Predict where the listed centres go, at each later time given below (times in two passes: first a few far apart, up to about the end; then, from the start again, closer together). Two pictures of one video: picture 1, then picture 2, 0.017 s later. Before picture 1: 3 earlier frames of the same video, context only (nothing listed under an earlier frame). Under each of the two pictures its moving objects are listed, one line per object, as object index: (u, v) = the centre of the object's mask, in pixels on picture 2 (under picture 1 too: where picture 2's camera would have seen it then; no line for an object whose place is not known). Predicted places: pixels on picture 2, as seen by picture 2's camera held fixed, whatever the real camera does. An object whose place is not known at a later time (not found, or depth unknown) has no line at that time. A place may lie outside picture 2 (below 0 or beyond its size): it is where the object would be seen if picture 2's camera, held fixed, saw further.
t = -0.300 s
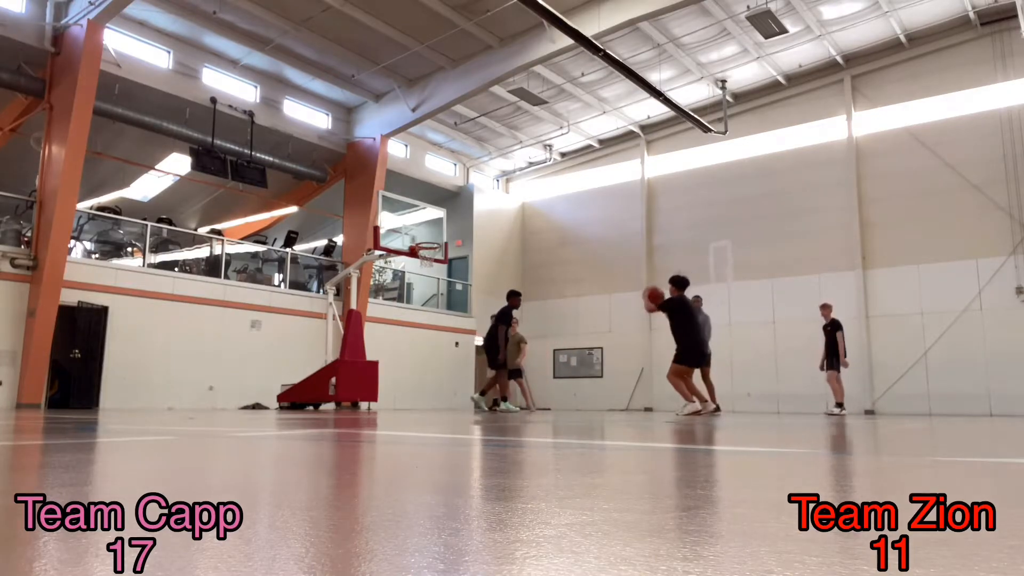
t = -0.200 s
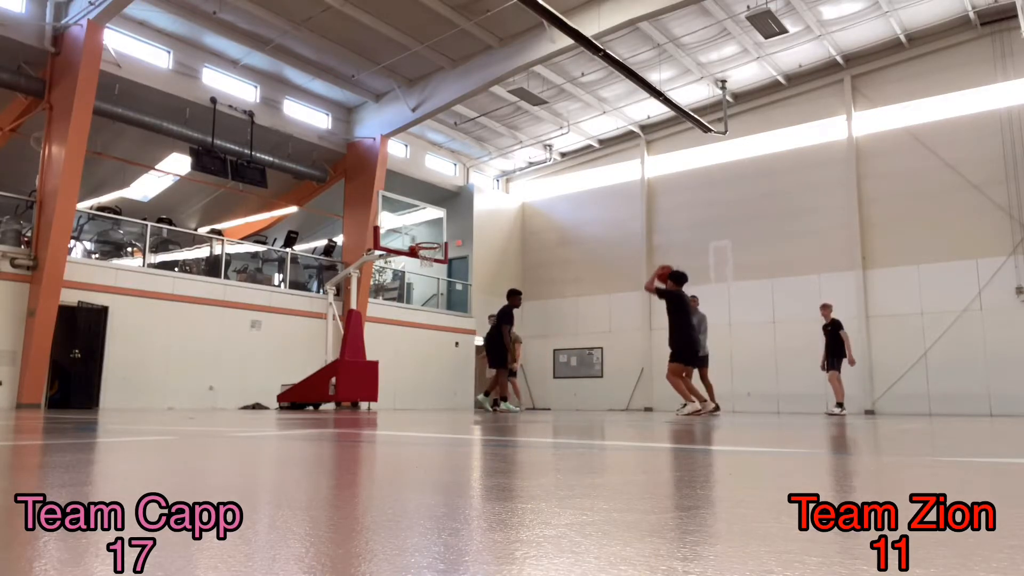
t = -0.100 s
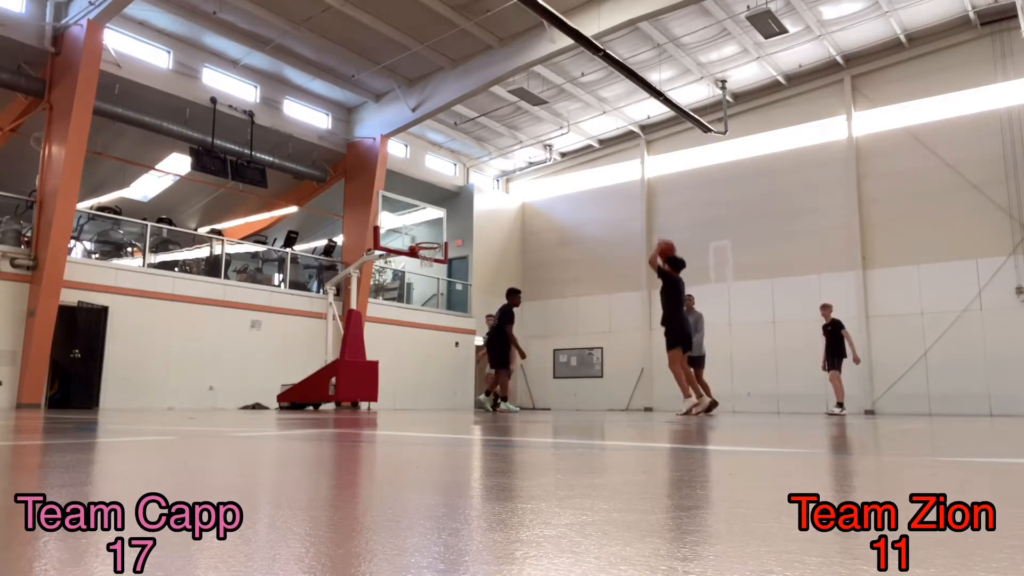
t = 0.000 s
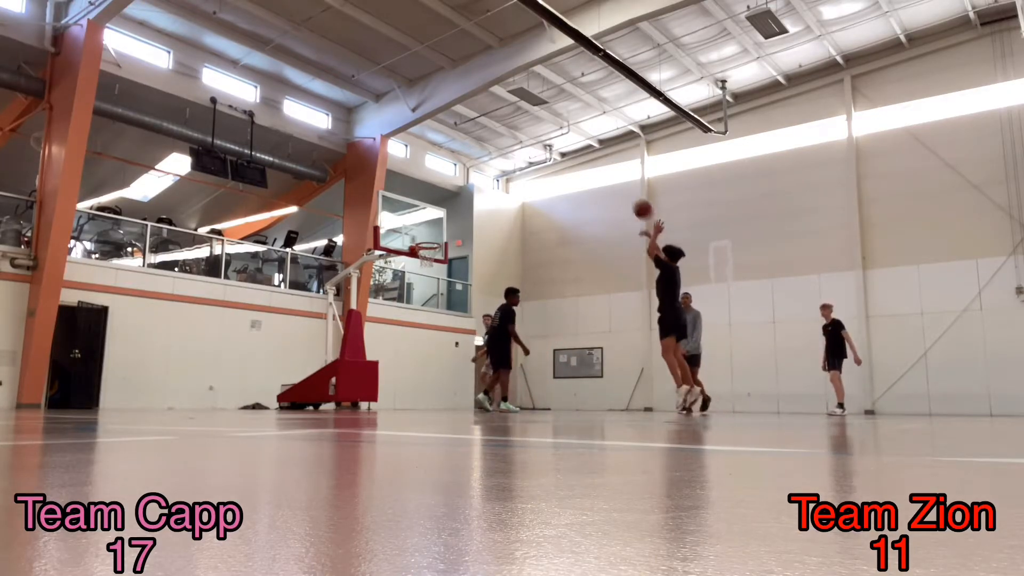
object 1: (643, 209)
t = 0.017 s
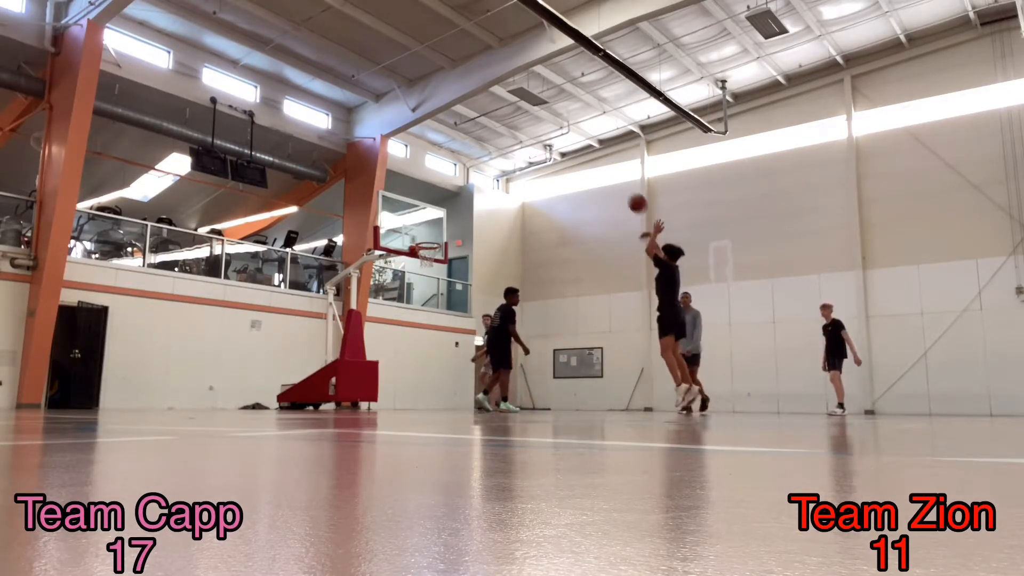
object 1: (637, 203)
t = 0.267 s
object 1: (573, 147)
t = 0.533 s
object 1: (518, 138)
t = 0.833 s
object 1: (468, 176)
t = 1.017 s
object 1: (443, 216)
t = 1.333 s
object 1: (419, 278)
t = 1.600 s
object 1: (410, 341)
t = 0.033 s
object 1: (633, 198)
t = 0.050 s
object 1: (628, 192)
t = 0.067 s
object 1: (623, 188)
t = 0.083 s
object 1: (619, 184)
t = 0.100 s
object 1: (614, 179)
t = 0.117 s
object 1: (609, 173)
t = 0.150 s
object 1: (600, 165)
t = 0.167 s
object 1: (596, 162)
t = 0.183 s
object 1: (592, 159)
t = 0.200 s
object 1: (589, 156)
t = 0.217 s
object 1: (585, 153)
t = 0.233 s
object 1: (580, 151)
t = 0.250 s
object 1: (577, 149)
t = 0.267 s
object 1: (573, 147)
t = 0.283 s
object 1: (569, 145)
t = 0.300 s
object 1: (565, 143)
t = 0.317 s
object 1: (562, 141)
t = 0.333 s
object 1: (558, 140)
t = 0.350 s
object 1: (554, 139)
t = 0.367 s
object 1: (551, 138)
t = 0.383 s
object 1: (547, 138)
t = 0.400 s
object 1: (544, 137)
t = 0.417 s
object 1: (541, 136)
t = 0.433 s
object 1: (537, 136)
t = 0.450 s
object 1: (534, 136)
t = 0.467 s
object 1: (531, 136)
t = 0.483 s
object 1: (528, 136)
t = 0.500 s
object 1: (525, 137)
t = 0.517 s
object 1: (522, 137)
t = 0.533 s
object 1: (518, 138)
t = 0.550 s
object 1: (516, 139)
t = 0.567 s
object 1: (512, 140)
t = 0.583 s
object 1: (510, 141)
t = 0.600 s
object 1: (507, 143)
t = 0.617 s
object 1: (504, 144)
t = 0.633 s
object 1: (501, 146)
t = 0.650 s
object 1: (498, 148)
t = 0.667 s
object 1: (495, 149)
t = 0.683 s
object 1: (493, 151)
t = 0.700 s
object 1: (490, 153)
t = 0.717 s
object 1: (487, 156)
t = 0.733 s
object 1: (484, 158)
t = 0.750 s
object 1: (482, 160)
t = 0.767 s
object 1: (479, 163)
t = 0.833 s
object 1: (468, 176)
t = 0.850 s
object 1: (466, 178)
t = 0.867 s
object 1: (464, 182)
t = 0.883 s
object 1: (462, 185)
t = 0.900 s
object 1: (459, 189)
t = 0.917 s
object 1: (457, 192)
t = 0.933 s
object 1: (454, 196)
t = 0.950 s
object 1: (452, 201)
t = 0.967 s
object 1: (449, 204)
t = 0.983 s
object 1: (447, 208)
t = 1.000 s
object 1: (445, 212)
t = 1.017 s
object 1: (443, 216)
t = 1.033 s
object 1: (440, 221)
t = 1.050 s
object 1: (438, 225)
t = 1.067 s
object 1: (436, 230)
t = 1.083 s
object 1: (434, 234)
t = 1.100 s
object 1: (432, 239)
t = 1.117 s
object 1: (429, 244)
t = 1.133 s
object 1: (427, 249)
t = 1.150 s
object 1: (425, 253)
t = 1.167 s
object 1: (424, 256)
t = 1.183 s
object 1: (423, 257)
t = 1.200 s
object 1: (423, 259)
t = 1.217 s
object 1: (423, 259)
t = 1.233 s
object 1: (422, 263)
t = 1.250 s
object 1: (421, 266)
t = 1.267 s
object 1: (421, 268)
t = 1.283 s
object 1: (420, 270)
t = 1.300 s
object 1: (420, 273)
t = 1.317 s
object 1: (420, 275)
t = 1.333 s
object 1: (419, 278)
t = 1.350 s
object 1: (418, 281)
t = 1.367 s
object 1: (418, 284)
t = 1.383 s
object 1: (417, 287)
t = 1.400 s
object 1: (417, 290)
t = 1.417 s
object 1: (416, 294)
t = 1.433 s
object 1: (416, 297)
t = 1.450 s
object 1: (415, 301)
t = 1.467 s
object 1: (415, 305)
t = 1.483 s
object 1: (414, 309)
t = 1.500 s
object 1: (413, 314)
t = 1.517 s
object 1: (413, 317)
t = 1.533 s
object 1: (412, 322)
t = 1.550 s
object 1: (412, 327)
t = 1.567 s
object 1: (411, 332)
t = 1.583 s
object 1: (410, 336)
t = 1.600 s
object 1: (410, 341)
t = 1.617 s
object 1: (409, 346)
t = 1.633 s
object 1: (409, 352)
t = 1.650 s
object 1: (408, 357)
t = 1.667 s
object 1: (407, 363)
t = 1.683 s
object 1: (407, 369)
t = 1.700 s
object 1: (406, 374)
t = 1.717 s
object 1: (405, 380)
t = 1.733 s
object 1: (405, 387)
